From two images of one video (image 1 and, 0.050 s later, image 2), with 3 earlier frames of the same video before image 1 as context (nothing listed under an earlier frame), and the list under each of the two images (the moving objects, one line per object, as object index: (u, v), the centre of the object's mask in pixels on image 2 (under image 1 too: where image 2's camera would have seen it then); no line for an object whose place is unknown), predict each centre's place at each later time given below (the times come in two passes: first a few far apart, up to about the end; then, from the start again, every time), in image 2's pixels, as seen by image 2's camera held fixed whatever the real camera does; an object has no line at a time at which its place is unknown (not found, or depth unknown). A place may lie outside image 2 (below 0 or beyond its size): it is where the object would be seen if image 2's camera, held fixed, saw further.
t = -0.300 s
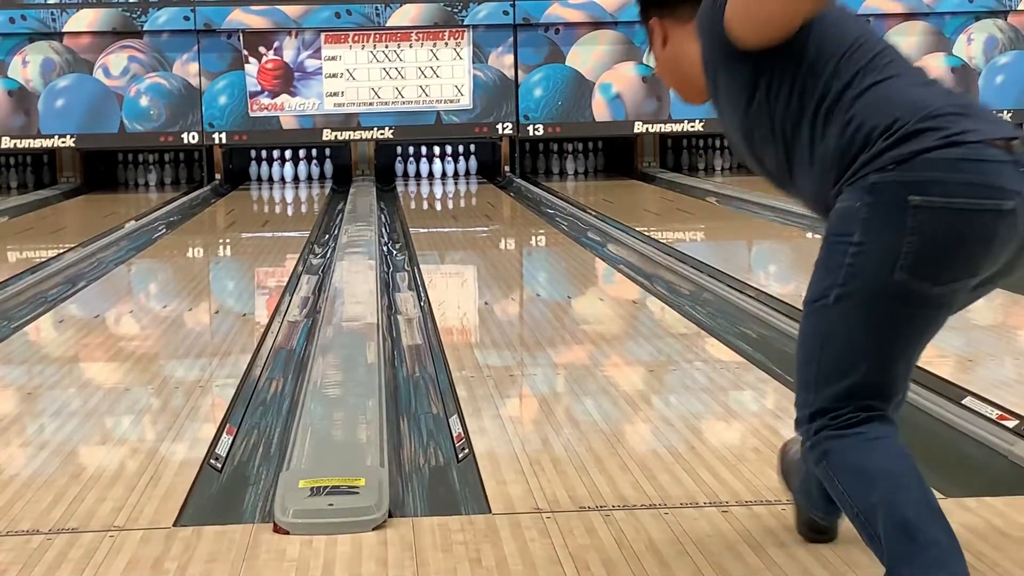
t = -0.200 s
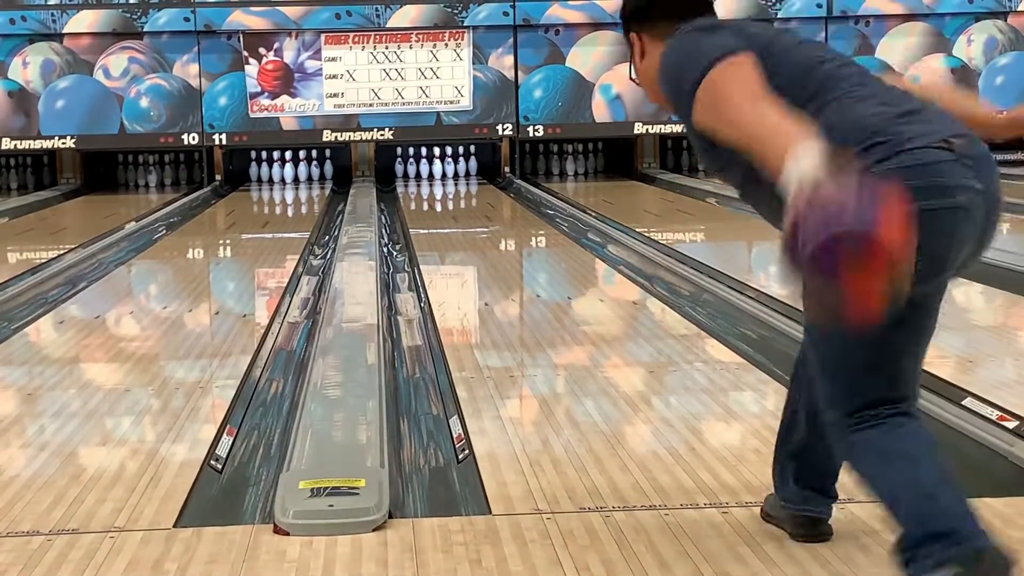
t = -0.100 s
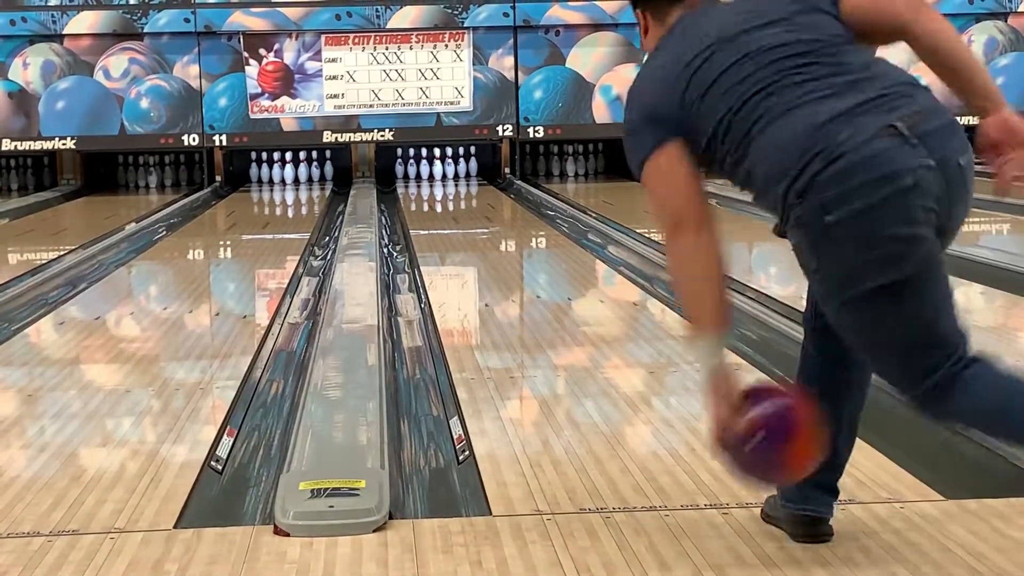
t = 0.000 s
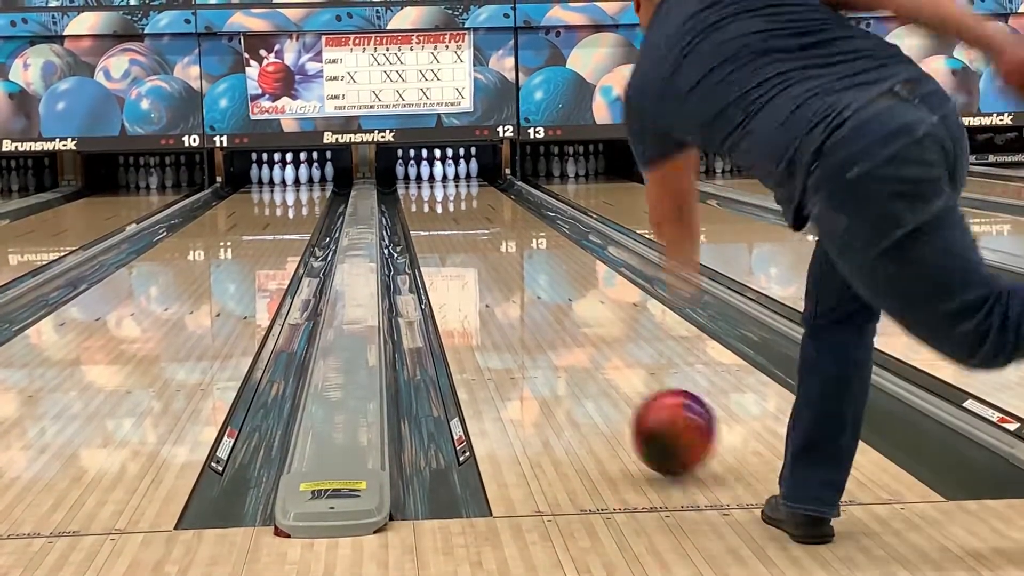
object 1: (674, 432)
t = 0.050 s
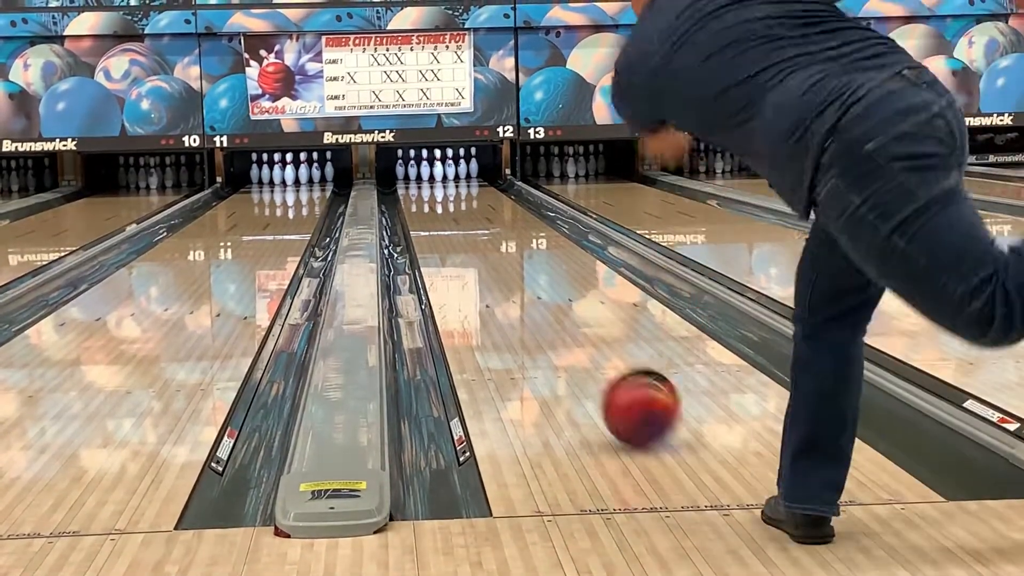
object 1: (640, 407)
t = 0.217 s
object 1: (563, 340)
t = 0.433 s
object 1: (506, 287)
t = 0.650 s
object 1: (470, 255)
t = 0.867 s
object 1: (446, 232)
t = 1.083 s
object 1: (431, 216)
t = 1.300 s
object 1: (421, 203)
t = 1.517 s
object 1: (415, 192)
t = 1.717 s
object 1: (416, 185)
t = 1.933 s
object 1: (422, 178)
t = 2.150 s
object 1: (428, 173)
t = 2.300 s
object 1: (425, 170)
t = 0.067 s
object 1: (631, 399)
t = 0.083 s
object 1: (622, 391)
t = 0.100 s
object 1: (613, 383)
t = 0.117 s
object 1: (604, 376)
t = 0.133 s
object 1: (597, 370)
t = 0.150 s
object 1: (589, 363)
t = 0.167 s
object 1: (583, 357)
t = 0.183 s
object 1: (576, 351)
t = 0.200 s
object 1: (569, 345)
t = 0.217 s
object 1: (563, 340)
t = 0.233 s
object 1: (558, 335)
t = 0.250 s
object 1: (553, 330)
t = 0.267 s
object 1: (547, 325)
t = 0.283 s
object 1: (542, 321)
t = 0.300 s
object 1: (537, 317)
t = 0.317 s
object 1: (533, 313)
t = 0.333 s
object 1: (528, 309)
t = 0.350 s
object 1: (524, 305)
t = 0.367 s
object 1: (520, 301)
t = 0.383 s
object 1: (516, 297)
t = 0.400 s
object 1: (512, 294)
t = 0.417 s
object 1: (508, 290)
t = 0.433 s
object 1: (506, 287)
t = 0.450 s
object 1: (502, 285)
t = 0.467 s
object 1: (499, 282)
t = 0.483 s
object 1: (496, 279)
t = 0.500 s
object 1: (493, 276)
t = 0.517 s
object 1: (490, 273)
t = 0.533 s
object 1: (487, 271)
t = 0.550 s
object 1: (484, 268)
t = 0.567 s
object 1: (482, 266)
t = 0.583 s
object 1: (479, 263)
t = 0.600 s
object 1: (477, 261)
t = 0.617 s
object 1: (474, 259)
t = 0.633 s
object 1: (472, 256)
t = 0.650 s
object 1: (470, 255)
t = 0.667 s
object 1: (468, 253)
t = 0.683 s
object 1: (466, 251)
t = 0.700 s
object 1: (463, 249)
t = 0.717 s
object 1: (461, 247)
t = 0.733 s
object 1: (459, 245)
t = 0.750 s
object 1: (458, 243)
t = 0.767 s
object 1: (456, 241)
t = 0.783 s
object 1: (454, 240)
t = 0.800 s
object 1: (452, 238)
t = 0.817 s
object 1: (451, 237)
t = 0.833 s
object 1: (449, 235)
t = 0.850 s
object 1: (448, 234)
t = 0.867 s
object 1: (446, 232)
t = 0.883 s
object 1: (445, 231)
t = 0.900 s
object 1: (443, 230)
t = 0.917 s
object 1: (442, 228)
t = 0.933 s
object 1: (441, 226)
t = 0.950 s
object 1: (440, 225)
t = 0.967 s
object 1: (438, 224)
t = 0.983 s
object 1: (437, 222)
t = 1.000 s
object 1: (436, 221)
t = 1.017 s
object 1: (434, 220)
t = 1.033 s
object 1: (433, 219)
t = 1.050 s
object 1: (433, 218)
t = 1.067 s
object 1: (432, 217)
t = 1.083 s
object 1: (431, 216)
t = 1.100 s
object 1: (430, 215)
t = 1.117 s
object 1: (428, 214)
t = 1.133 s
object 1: (428, 212)
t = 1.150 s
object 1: (427, 211)
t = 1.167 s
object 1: (426, 210)
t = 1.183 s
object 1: (425, 209)
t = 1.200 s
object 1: (425, 209)
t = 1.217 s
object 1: (424, 207)
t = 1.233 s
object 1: (423, 206)
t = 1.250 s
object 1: (423, 205)
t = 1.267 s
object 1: (422, 204)
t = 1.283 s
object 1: (422, 203)
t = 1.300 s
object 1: (421, 203)
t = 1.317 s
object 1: (421, 202)
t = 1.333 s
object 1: (419, 201)
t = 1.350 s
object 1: (419, 200)
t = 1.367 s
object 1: (418, 199)
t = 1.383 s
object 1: (418, 198)
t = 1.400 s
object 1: (418, 197)
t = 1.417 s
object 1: (417, 196)
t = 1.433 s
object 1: (417, 196)
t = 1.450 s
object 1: (416, 195)
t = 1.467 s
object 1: (416, 194)
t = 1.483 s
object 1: (416, 194)
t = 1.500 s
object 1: (416, 193)
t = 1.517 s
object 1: (415, 192)
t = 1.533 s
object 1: (415, 191)
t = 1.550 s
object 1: (415, 191)
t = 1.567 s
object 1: (416, 190)
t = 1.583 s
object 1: (415, 189)
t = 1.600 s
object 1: (415, 189)
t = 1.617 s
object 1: (415, 188)
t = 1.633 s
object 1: (415, 188)
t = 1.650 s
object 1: (416, 187)
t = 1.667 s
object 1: (416, 186)
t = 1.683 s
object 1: (416, 185)
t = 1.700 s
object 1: (416, 185)
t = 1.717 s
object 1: (416, 185)
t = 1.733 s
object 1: (417, 184)
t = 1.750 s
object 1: (416, 184)
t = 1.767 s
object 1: (417, 183)
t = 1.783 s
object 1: (417, 183)
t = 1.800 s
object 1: (418, 182)
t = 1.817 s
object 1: (418, 181)
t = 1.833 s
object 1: (419, 181)
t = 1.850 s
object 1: (419, 180)
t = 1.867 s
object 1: (419, 180)
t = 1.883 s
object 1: (419, 180)
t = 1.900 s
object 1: (420, 179)
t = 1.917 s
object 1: (421, 178)
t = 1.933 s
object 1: (422, 178)
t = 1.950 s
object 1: (423, 177)
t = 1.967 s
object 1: (423, 177)
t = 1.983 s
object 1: (424, 176)
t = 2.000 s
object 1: (424, 176)
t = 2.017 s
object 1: (425, 176)
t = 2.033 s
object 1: (426, 175)
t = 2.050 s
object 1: (426, 175)
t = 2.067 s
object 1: (427, 174)
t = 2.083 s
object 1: (427, 173)
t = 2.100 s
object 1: (428, 173)
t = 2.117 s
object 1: (428, 173)
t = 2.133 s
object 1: (428, 173)
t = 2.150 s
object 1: (428, 173)
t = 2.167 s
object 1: (427, 172)
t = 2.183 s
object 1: (427, 172)
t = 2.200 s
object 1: (427, 172)
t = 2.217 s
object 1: (426, 172)
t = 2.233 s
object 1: (426, 172)
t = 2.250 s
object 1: (425, 172)
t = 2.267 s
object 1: (425, 171)
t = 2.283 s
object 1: (426, 170)
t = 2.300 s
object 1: (425, 170)
